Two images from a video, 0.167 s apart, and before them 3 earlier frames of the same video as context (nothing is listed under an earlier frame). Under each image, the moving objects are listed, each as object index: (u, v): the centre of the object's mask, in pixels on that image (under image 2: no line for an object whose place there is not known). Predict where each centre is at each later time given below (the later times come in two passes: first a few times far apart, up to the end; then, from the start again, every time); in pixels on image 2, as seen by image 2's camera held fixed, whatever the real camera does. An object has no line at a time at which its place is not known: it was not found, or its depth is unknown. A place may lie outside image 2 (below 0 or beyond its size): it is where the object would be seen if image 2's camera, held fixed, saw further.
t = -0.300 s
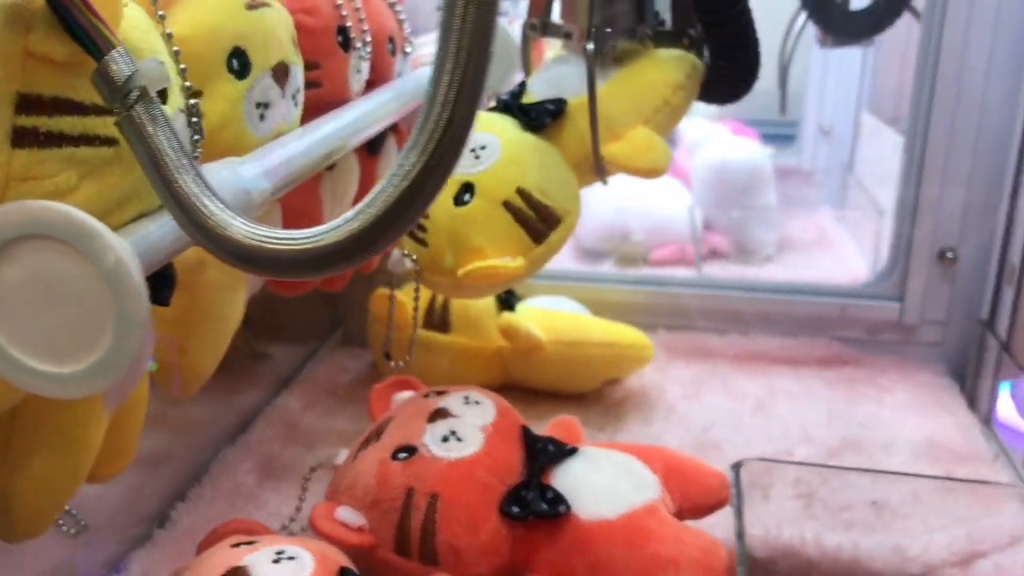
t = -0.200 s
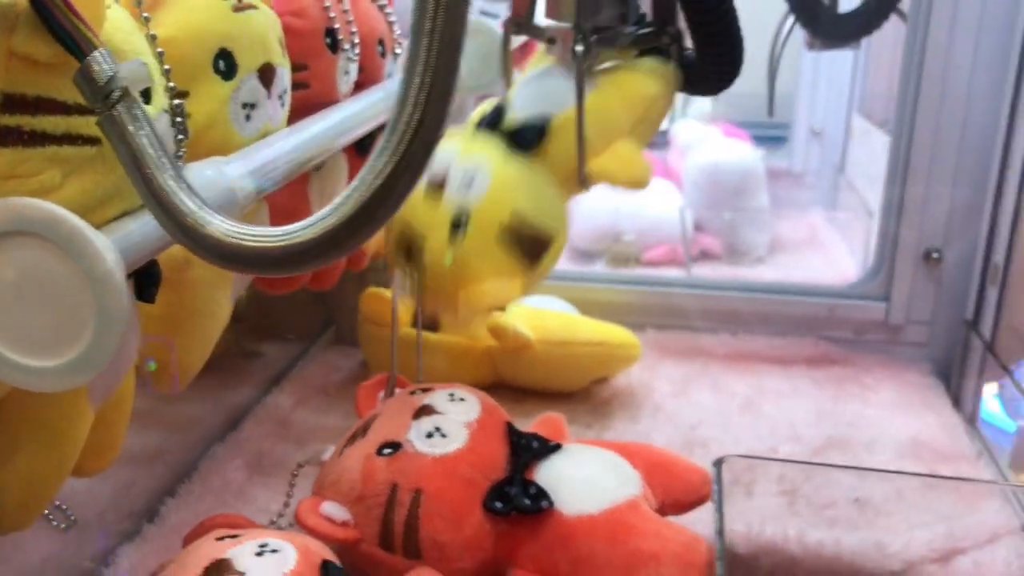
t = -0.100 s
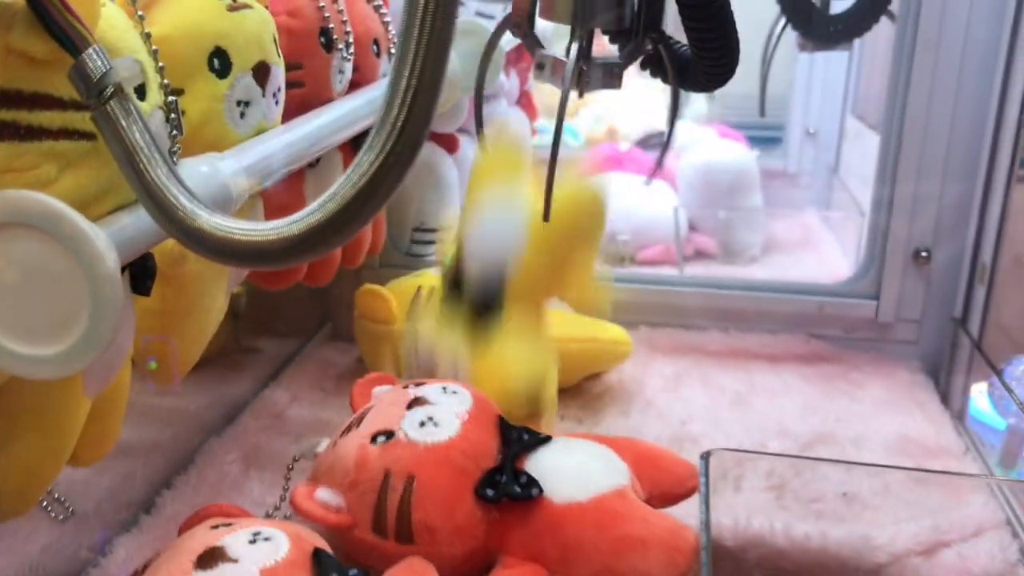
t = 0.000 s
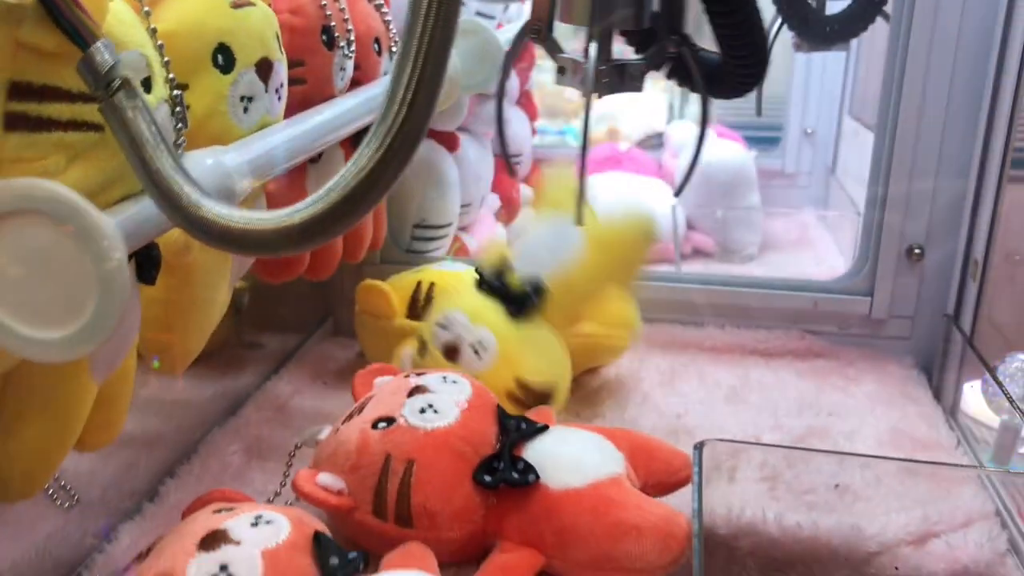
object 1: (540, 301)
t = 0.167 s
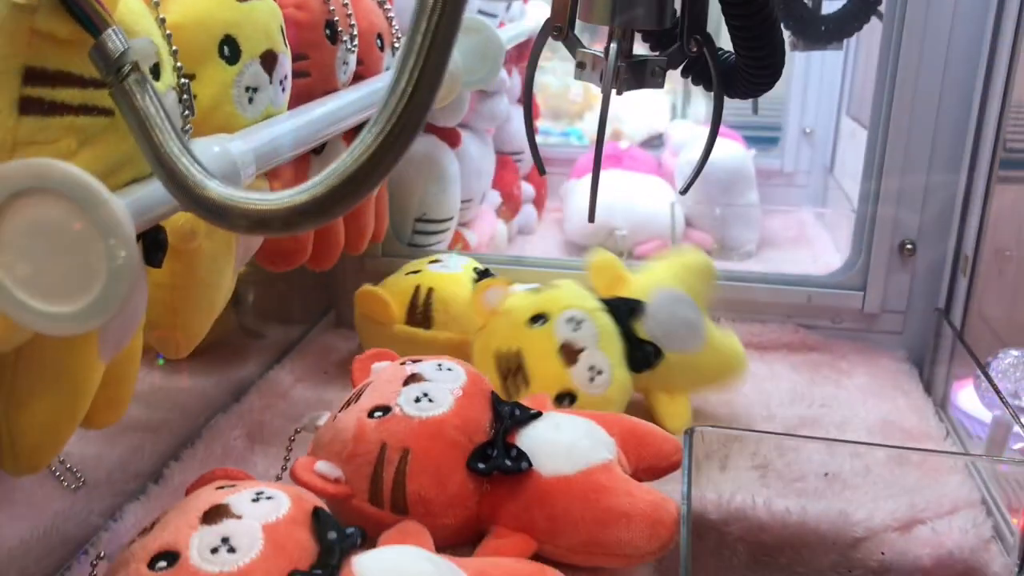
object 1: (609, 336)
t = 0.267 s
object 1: (615, 342)
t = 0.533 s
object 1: (615, 341)
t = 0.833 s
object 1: (616, 341)
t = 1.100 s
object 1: (616, 341)
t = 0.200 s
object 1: (615, 342)
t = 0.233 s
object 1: (616, 343)
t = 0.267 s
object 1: (615, 342)
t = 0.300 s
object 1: (614, 341)
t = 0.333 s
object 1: (615, 341)
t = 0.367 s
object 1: (615, 341)
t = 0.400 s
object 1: (615, 342)
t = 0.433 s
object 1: (615, 341)
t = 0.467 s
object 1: (615, 341)
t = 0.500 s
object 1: (615, 341)
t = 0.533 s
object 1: (615, 341)
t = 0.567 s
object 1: (615, 341)
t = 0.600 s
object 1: (615, 341)
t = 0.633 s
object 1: (615, 341)
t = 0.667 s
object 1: (616, 341)
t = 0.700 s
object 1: (616, 341)
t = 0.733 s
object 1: (616, 341)
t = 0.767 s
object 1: (616, 341)
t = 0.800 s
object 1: (616, 341)
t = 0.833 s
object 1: (616, 341)
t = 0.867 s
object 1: (616, 341)
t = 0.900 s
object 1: (616, 341)
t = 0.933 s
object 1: (616, 341)
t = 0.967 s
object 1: (616, 341)
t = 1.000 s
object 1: (617, 341)
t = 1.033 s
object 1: (616, 341)
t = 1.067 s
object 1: (616, 341)
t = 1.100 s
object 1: (616, 341)
